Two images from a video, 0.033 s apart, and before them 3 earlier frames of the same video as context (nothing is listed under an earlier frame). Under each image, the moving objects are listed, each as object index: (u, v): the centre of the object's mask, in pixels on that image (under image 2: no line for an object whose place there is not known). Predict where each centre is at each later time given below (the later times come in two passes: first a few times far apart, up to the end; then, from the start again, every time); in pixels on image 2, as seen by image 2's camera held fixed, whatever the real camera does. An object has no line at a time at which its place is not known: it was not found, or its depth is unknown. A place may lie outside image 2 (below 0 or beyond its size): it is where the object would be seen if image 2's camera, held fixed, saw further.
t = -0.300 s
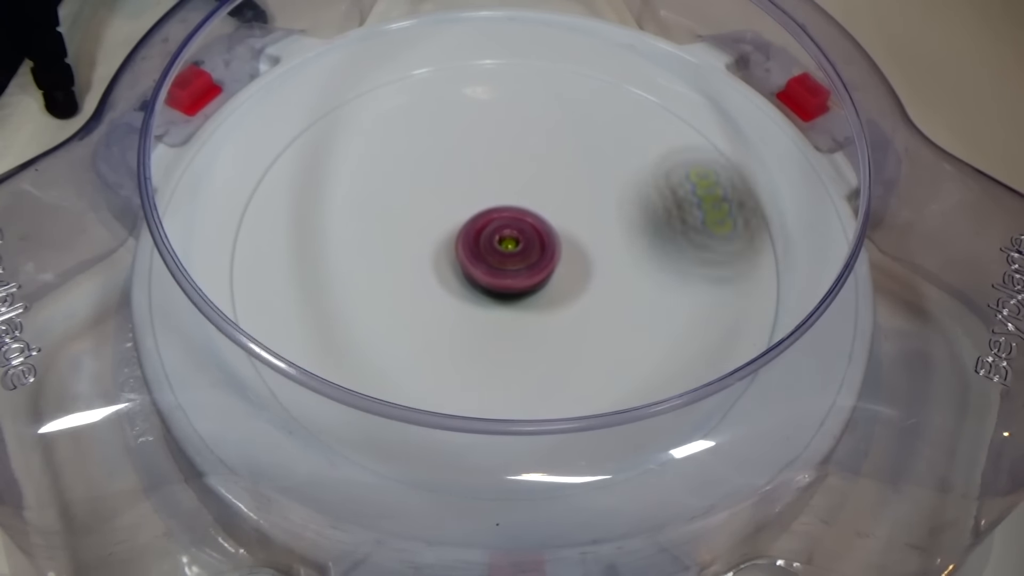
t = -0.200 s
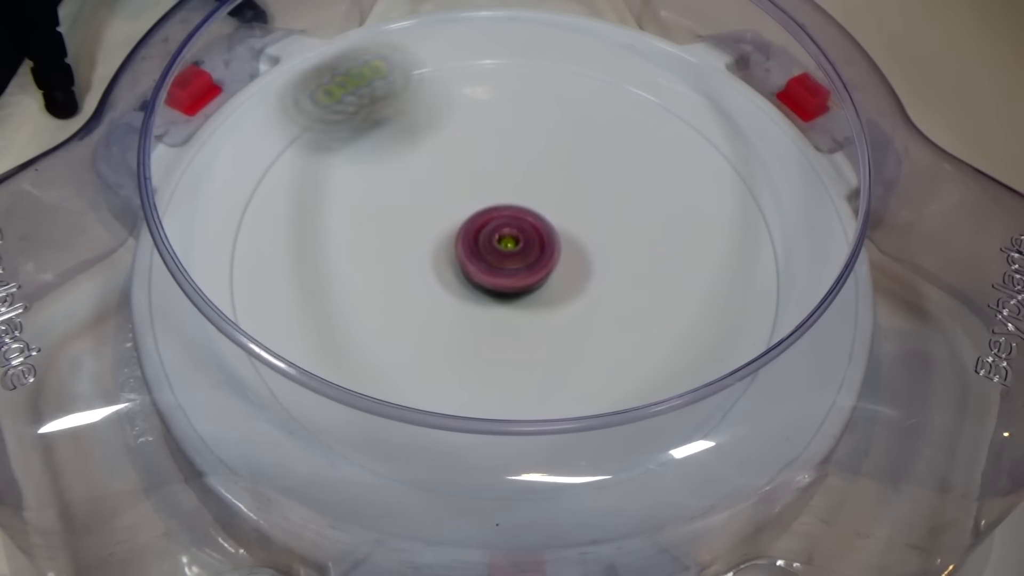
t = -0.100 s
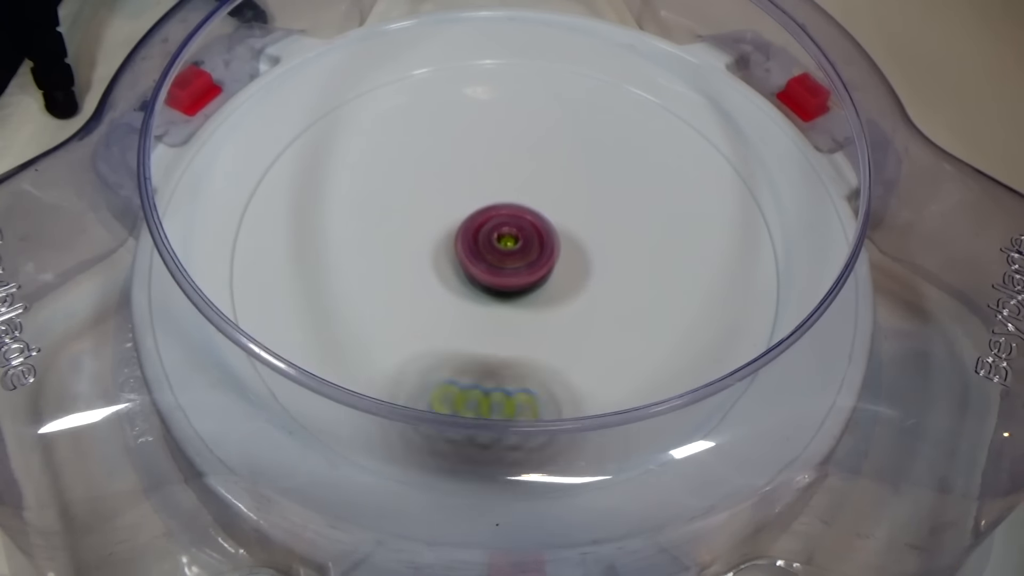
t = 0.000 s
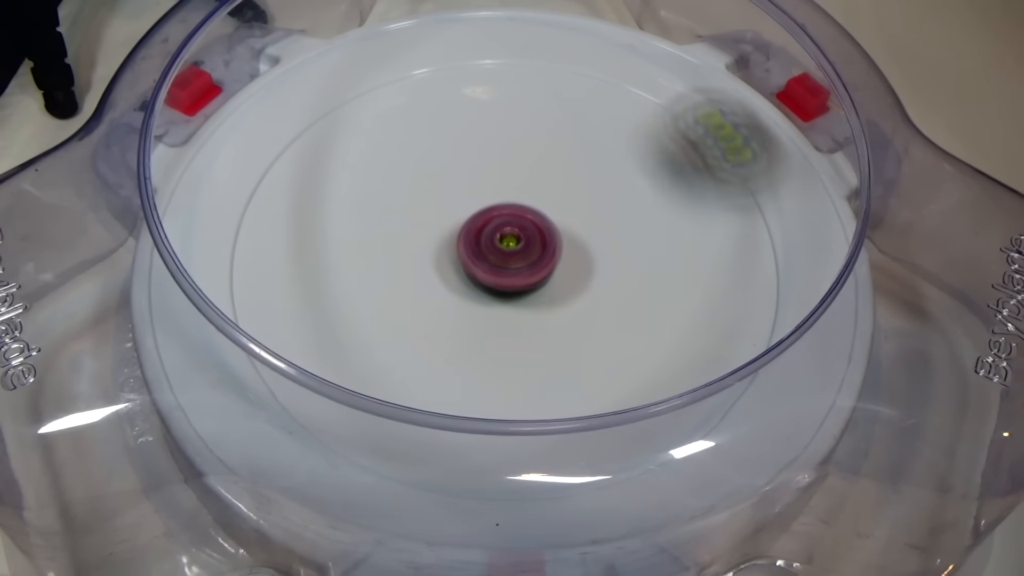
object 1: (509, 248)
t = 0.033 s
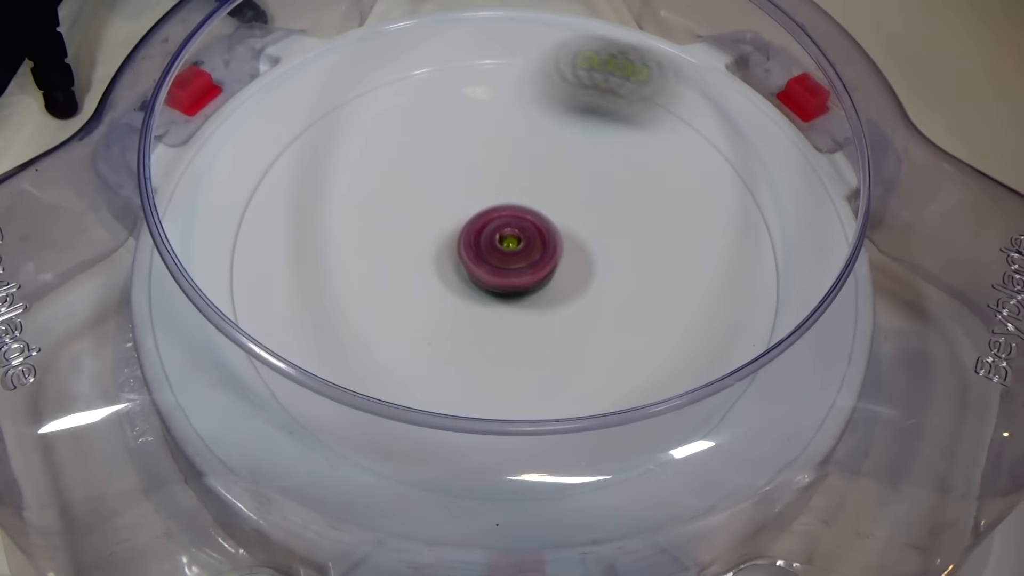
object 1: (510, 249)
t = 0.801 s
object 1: (511, 250)
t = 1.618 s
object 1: (408, 145)
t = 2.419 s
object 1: (465, 218)
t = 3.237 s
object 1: (415, 215)
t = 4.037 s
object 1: (445, 218)
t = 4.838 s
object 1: (463, 233)
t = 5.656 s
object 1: (415, 211)
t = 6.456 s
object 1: (461, 221)
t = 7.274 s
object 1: (468, 218)
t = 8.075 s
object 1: (452, 222)
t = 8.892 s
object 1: (455, 229)
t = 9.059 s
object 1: (459, 233)
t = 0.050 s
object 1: (511, 249)
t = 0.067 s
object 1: (511, 249)
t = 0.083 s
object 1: (511, 249)
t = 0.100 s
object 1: (511, 250)
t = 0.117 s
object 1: (511, 250)
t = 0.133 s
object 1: (511, 250)
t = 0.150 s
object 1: (511, 250)
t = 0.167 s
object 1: (511, 251)
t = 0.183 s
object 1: (511, 251)
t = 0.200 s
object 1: (511, 251)
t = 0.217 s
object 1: (511, 252)
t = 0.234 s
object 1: (511, 252)
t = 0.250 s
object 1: (510, 252)
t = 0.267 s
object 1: (510, 252)
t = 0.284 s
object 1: (510, 252)
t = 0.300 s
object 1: (509, 252)
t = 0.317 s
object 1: (509, 251)
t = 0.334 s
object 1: (508, 251)
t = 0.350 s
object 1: (508, 251)
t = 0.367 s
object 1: (507, 251)
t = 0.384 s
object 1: (508, 251)
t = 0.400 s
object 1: (507, 250)
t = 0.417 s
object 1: (507, 251)
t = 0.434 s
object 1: (507, 250)
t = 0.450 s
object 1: (507, 250)
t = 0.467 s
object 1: (507, 249)
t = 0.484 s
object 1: (507, 250)
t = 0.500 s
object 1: (507, 249)
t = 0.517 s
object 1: (508, 249)
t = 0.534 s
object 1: (507, 249)
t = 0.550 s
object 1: (508, 248)
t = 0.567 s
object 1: (508, 249)
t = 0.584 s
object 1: (509, 248)
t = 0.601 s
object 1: (510, 248)
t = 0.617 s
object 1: (510, 248)
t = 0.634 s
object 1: (510, 248)
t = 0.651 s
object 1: (510, 249)
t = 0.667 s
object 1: (510, 248)
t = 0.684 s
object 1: (510, 248)
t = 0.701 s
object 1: (511, 249)
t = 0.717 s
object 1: (511, 249)
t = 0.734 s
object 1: (511, 249)
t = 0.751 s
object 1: (511, 249)
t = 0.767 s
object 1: (511, 250)
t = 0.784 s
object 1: (511, 250)
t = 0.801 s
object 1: (511, 250)
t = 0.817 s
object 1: (511, 251)
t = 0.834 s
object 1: (510, 251)
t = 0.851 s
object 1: (510, 251)
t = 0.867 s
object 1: (510, 251)
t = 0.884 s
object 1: (510, 251)
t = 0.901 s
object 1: (510, 251)
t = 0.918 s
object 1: (510, 252)
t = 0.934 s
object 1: (509, 251)
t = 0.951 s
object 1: (509, 251)
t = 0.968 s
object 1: (508, 251)
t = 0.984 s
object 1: (508, 251)
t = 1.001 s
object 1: (508, 250)
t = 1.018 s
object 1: (507, 250)
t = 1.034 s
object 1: (507, 249)
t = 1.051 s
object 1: (507, 249)
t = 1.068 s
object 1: (507, 249)
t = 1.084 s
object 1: (507, 248)
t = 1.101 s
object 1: (507, 248)
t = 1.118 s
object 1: (506, 249)
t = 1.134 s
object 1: (507, 249)
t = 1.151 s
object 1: (507, 249)
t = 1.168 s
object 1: (506, 248)
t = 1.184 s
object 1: (506, 249)
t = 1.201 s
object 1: (506, 249)
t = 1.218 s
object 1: (507, 249)
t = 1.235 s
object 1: (506, 248)
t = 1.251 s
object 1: (506, 248)
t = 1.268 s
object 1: (506, 249)
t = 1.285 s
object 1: (507, 249)
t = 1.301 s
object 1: (507, 248)
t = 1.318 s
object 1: (506, 248)
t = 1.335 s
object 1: (504, 247)
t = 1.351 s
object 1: (500, 242)
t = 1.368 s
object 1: (486, 229)
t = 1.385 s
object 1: (474, 217)
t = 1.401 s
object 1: (462, 205)
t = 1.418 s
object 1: (454, 193)
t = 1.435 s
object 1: (444, 183)
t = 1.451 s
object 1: (435, 175)
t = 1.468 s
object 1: (430, 166)
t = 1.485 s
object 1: (423, 161)
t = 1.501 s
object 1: (418, 154)
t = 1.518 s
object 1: (414, 151)
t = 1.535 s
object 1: (411, 147)
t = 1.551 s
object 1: (409, 144)
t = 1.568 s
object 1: (407, 143)
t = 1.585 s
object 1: (408, 144)
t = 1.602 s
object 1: (407, 145)
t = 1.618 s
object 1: (408, 145)
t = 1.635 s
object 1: (410, 149)
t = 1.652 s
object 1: (411, 151)
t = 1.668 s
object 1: (413, 153)
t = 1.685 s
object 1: (414, 159)
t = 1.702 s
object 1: (418, 162)
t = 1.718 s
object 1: (419, 167)
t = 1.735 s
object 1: (422, 171)
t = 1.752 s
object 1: (427, 177)
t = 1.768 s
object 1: (431, 181)
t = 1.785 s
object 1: (436, 186)
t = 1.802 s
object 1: (440, 192)
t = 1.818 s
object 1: (445, 197)
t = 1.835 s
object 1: (449, 202)
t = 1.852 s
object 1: (454, 207)
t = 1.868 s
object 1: (460, 213)
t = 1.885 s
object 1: (461, 215)
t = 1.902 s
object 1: (455, 212)
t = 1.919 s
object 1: (449, 211)
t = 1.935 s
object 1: (444, 208)
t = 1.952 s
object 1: (439, 207)
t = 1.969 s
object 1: (437, 207)
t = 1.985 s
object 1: (435, 206)
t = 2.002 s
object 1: (435, 206)
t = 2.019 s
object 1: (435, 207)
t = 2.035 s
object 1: (436, 208)
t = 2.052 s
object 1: (438, 209)
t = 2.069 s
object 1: (440, 211)
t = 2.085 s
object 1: (443, 211)
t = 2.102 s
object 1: (445, 213)
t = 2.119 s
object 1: (448, 215)
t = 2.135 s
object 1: (452, 216)
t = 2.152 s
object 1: (455, 217)
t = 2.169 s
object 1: (458, 220)
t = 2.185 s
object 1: (463, 220)
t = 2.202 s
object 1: (465, 223)
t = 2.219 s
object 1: (468, 225)
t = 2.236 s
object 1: (472, 226)
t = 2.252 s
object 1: (474, 227)
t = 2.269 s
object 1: (473, 228)
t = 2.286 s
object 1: (475, 227)
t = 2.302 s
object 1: (474, 228)
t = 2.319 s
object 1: (475, 229)
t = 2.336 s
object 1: (476, 228)
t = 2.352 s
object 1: (476, 229)
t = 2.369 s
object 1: (475, 228)
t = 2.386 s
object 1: (471, 224)
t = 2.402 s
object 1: (467, 221)
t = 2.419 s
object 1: (465, 218)
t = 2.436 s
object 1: (462, 216)
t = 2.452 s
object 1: (460, 215)
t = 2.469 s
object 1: (460, 214)
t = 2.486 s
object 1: (458, 214)
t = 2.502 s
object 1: (458, 213)
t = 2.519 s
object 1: (459, 214)
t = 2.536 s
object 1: (459, 215)
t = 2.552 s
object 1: (459, 215)
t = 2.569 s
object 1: (461, 216)
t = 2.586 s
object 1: (462, 218)
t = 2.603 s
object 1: (463, 219)
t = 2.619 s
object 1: (463, 220)
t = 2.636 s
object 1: (464, 222)
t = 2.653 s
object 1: (466, 224)
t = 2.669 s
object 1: (465, 225)
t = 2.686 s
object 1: (466, 226)
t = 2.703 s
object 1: (468, 227)
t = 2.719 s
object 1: (468, 229)
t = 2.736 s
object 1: (468, 230)
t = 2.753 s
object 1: (461, 226)
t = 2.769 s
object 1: (448, 217)
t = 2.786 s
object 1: (436, 210)
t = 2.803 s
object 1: (426, 202)
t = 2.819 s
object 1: (415, 195)
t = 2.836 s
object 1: (406, 192)
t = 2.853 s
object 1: (399, 186)
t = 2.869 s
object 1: (395, 183)
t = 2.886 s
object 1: (389, 181)
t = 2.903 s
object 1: (384, 180)
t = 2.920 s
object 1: (380, 180)
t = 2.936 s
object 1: (376, 179)
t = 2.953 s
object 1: (376, 180)
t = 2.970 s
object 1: (374, 181)
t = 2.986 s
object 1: (372, 181)
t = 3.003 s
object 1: (371, 184)
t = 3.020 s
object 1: (371, 184)
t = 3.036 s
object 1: (374, 185)
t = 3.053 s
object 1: (375, 188)
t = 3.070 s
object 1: (377, 189)
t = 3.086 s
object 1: (379, 190)
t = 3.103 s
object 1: (381, 193)
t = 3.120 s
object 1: (384, 196)
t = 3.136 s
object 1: (387, 198)
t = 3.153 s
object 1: (392, 201)
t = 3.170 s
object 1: (396, 202)
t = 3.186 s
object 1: (399, 206)
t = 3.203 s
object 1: (405, 208)
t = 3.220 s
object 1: (409, 212)
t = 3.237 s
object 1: (415, 215)
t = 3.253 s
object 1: (419, 217)
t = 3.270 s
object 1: (425, 221)
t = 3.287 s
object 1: (430, 222)
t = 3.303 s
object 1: (435, 225)
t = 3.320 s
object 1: (443, 227)
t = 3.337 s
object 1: (448, 229)
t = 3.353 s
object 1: (454, 232)
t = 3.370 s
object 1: (459, 234)
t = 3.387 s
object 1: (459, 233)
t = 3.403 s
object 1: (448, 223)
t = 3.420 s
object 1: (436, 216)
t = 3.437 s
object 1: (426, 207)
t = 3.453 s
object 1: (417, 199)
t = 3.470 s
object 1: (409, 193)
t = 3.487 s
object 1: (402, 187)
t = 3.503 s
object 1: (397, 184)
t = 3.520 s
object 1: (393, 180)
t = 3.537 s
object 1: (390, 178)
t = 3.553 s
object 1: (389, 177)
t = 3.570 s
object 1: (389, 176)
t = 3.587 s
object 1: (390, 177)
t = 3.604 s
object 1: (391, 178)
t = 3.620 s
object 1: (394, 179)
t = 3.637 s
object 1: (396, 180)
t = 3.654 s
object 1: (400, 183)
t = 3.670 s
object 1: (403, 184)
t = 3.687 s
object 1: (407, 187)
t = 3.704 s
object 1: (410, 190)
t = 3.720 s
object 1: (414, 194)
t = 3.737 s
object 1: (418, 196)
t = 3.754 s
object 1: (423, 200)
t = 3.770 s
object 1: (428, 202)
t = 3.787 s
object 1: (432, 206)
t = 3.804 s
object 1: (437, 208)
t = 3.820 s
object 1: (442, 212)
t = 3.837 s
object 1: (448, 215)
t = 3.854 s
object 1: (453, 218)
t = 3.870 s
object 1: (458, 221)
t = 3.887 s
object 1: (462, 224)
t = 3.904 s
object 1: (468, 227)
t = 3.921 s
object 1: (471, 230)
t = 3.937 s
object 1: (475, 233)
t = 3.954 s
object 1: (473, 231)
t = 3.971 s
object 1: (465, 228)
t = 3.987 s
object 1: (459, 224)
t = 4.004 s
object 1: (453, 222)
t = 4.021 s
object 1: (449, 220)
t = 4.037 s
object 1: (445, 218)
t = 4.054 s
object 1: (444, 217)
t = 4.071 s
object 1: (442, 216)
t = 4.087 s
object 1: (442, 216)
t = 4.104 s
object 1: (441, 217)
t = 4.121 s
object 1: (443, 218)
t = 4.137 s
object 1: (443, 218)
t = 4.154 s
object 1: (445, 220)
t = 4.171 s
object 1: (446, 221)
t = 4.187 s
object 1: (447, 223)
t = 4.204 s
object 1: (449, 224)
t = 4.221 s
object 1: (451, 225)
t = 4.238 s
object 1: (452, 227)
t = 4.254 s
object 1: (453, 229)
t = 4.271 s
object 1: (454, 229)
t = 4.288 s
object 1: (455, 230)
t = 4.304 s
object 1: (456, 231)
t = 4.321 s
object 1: (456, 232)
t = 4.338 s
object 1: (454, 231)
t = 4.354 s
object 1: (446, 229)
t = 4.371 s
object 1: (441, 227)
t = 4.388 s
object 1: (436, 225)
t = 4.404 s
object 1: (433, 224)
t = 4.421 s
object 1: (430, 223)
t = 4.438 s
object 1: (430, 223)
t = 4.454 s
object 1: (429, 223)
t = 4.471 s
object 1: (429, 223)
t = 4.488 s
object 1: (429, 223)
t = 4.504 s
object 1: (431, 224)
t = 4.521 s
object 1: (432, 225)
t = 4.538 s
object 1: (434, 224)
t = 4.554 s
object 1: (435, 226)
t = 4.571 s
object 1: (437, 226)
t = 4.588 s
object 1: (439, 227)
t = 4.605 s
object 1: (441, 227)
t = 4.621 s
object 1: (442, 229)
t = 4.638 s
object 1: (444, 228)
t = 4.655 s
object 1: (446, 230)
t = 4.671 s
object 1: (448, 230)
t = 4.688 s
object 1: (449, 231)
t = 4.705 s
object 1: (451, 231)
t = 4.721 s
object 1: (453, 232)
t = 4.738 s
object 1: (455, 231)
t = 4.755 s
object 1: (455, 233)
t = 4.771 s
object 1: (457, 232)
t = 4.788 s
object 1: (459, 233)
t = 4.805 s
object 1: (460, 232)
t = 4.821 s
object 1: (461, 234)
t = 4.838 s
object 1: (463, 233)
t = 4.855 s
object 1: (464, 234)
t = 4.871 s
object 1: (465, 233)
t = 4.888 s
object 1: (464, 233)
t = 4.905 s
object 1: (462, 232)
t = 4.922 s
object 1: (462, 232)
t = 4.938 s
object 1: (462, 231)
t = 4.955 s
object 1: (463, 232)
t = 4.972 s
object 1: (464, 232)
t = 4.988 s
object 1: (465, 233)
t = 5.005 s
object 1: (465, 233)
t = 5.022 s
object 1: (466, 233)
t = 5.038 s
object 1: (467, 233)
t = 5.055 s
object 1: (467, 233)
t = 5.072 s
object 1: (463, 232)
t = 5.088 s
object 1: (460, 231)
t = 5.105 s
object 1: (458, 230)
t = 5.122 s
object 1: (457, 230)
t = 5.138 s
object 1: (457, 230)
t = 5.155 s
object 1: (457, 230)
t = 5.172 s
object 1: (459, 231)
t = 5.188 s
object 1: (459, 232)
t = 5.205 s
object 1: (459, 232)
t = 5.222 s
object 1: (460, 233)
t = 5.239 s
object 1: (460, 233)
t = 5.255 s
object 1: (460, 234)
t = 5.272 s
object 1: (461, 235)
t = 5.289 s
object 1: (462, 236)
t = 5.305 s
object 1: (462, 236)
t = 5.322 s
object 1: (462, 237)
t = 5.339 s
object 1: (462, 237)
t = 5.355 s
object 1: (463, 238)
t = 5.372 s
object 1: (463, 238)
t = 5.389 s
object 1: (464, 239)
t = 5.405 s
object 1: (464, 239)
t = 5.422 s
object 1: (463, 239)
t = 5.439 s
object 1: (462, 239)
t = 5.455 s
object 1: (461, 239)
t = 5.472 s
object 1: (462, 240)
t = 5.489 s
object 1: (461, 240)
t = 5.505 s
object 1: (462, 241)
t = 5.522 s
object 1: (461, 242)
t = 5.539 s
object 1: (454, 237)
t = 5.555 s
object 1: (444, 231)
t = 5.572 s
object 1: (437, 227)
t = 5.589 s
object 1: (431, 222)
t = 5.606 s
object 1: (424, 217)
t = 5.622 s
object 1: (419, 215)
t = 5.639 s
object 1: (417, 213)
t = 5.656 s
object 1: (415, 211)
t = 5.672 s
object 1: (415, 209)
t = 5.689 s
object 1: (412, 207)
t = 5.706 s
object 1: (411, 208)
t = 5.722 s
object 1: (412, 206)
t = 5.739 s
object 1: (412, 209)
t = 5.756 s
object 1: (414, 209)
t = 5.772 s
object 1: (414, 207)
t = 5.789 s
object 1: (415, 209)
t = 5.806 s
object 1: (417, 210)
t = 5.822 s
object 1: (420, 209)
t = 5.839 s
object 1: (423, 212)
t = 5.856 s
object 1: (424, 212)
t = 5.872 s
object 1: (427, 214)
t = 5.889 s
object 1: (428, 216)
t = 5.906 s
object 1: (431, 217)
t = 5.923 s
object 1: (436, 219)
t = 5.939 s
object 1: (439, 219)
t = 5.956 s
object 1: (443, 221)
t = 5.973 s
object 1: (445, 223)
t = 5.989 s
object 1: (449, 224)
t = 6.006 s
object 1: (454, 226)
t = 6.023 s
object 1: (455, 224)
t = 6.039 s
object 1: (449, 217)
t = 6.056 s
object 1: (443, 209)
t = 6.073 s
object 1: (439, 203)
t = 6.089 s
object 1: (436, 196)
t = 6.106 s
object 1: (432, 191)
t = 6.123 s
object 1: (431, 188)
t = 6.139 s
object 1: (431, 186)
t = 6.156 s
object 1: (432, 184)
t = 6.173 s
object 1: (432, 184)
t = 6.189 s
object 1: (433, 185)
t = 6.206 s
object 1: (434, 186)
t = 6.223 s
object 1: (436, 187)
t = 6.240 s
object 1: (436, 189)
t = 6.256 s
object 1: (438, 191)
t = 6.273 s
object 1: (440, 193)
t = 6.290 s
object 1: (441, 195)
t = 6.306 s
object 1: (444, 197)
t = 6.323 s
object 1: (445, 200)
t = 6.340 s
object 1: (448, 202)
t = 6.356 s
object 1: (450, 204)
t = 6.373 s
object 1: (450, 207)
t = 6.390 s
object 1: (453, 211)
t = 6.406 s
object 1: (456, 213)
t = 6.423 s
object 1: (457, 216)
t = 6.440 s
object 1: (459, 220)
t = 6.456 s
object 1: (461, 221)
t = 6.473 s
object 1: (460, 217)
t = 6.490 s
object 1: (457, 216)
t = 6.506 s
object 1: (457, 216)
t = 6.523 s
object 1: (457, 215)
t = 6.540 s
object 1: (456, 214)
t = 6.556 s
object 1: (456, 216)
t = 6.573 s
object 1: (457, 216)
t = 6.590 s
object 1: (456, 216)
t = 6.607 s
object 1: (456, 218)
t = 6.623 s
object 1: (457, 218)
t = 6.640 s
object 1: (456, 218)
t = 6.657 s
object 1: (455, 220)
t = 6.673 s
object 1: (457, 220)
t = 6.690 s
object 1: (455, 220)
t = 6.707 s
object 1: (454, 221)
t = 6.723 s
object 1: (456, 221)
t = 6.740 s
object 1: (455, 221)
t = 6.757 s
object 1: (453, 220)
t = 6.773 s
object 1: (451, 215)
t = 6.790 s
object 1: (444, 208)
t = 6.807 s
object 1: (440, 205)
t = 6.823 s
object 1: (439, 200)
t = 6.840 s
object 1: (434, 198)
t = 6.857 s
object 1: (433, 196)
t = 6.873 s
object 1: (432, 193)
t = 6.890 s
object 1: (429, 193)
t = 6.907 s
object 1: (430, 193)
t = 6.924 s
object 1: (429, 190)
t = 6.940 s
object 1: (428, 192)
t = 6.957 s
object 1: (430, 192)
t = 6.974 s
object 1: (430, 191)
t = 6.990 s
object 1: (430, 193)
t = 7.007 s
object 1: (433, 193)
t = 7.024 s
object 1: (433, 194)
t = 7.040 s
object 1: (435, 196)
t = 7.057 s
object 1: (438, 196)
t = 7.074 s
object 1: (438, 198)
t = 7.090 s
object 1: (441, 199)
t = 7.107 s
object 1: (443, 201)
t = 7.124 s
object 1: (444, 202)
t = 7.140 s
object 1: (447, 204)
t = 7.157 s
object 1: (449, 205)
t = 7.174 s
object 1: (450, 207)
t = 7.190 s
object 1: (454, 208)
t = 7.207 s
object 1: (457, 209)
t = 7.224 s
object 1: (459, 212)
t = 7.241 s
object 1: (462, 213)
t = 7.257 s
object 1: (465, 215)
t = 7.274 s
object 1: (468, 218)
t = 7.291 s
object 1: (471, 220)
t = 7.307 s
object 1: (474, 223)
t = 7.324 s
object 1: (477, 226)
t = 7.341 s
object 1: (479, 227)
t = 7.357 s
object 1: (474, 223)
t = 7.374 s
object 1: (471, 221)
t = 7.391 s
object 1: (464, 217)
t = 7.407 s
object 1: (462, 216)
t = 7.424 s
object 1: (457, 212)
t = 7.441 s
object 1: (454, 211)
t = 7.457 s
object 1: (454, 209)
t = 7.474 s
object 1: (452, 210)
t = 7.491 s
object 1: (453, 212)
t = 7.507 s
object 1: (451, 210)
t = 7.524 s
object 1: (452, 212)
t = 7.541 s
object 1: (452, 212)
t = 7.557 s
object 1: (451, 214)
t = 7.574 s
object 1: (452, 213)
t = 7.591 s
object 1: (451, 216)
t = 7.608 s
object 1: (453, 215)
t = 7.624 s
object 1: (452, 216)
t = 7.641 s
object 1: (452, 217)
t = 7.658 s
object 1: (454, 216)
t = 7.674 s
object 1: (452, 219)
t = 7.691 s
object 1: (455, 219)
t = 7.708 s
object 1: (454, 220)
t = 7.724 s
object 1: (455, 221)
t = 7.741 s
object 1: (455, 220)
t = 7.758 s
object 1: (454, 222)
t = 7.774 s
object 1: (456, 222)
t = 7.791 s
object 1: (454, 223)
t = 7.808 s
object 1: (456, 224)
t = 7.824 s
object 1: (456, 224)
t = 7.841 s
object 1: (456, 225)
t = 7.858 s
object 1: (456, 224)
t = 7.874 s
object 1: (452, 223)
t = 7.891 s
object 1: (450, 220)
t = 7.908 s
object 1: (445, 219)
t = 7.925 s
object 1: (445, 217)
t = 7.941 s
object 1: (444, 216)
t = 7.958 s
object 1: (447, 217)
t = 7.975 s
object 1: (446, 216)
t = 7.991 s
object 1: (447, 217)
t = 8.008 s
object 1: (449, 218)
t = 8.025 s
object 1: (449, 220)
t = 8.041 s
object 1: (450, 219)
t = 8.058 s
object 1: (450, 221)
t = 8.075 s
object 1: (452, 222)
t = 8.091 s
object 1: (451, 223)
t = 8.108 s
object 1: (451, 224)
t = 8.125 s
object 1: (451, 224)
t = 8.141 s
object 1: (448, 223)
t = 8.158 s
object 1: (445, 221)
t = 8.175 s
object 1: (444, 218)
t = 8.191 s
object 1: (445, 219)
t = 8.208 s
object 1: (446, 219)
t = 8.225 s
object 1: (447, 220)
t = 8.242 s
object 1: (447, 221)
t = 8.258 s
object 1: (450, 221)
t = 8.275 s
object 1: (448, 223)
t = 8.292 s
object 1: (451, 223)
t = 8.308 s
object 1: (450, 225)
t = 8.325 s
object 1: (452, 225)
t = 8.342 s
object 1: (450, 226)
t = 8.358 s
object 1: (451, 227)
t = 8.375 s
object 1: (452, 227)
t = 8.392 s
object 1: (452, 229)
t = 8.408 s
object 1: (452, 229)
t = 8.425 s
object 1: (451, 230)
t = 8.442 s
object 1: (451, 229)
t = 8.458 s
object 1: (450, 230)
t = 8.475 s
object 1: (451, 228)
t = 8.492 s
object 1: (446, 225)
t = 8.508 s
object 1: (442, 223)
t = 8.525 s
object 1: (435, 220)
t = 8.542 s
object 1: (434, 217)
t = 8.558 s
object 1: (430, 216)
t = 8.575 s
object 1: (431, 214)
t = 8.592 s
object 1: (427, 214)
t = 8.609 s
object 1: (429, 213)
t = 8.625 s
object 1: (426, 214)
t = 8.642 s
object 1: (429, 214)
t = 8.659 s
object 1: (427, 215)
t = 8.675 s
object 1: (430, 215)
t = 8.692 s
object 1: (431, 216)
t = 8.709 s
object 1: (434, 217)
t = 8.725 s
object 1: (434, 218)
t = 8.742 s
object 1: (436, 219)
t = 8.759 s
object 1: (438, 220)
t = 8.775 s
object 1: (440, 222)
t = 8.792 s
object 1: (441, 223)
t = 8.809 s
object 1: (443, 224)
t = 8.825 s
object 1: (445, 225)
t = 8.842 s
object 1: (448, 226)
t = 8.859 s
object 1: (449, 227)
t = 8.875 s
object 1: (452, 228)
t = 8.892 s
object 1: (455, 229)
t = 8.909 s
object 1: (456, 231)
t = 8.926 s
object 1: (460, 232)
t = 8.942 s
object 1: (461, 234)
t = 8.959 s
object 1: (465, 236)
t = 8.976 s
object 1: (466, 238)
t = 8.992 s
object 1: (467, 237)
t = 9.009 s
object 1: (465, 235)
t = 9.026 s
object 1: (465, 235)
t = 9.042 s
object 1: (459, 234)
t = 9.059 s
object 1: (459, 233)
